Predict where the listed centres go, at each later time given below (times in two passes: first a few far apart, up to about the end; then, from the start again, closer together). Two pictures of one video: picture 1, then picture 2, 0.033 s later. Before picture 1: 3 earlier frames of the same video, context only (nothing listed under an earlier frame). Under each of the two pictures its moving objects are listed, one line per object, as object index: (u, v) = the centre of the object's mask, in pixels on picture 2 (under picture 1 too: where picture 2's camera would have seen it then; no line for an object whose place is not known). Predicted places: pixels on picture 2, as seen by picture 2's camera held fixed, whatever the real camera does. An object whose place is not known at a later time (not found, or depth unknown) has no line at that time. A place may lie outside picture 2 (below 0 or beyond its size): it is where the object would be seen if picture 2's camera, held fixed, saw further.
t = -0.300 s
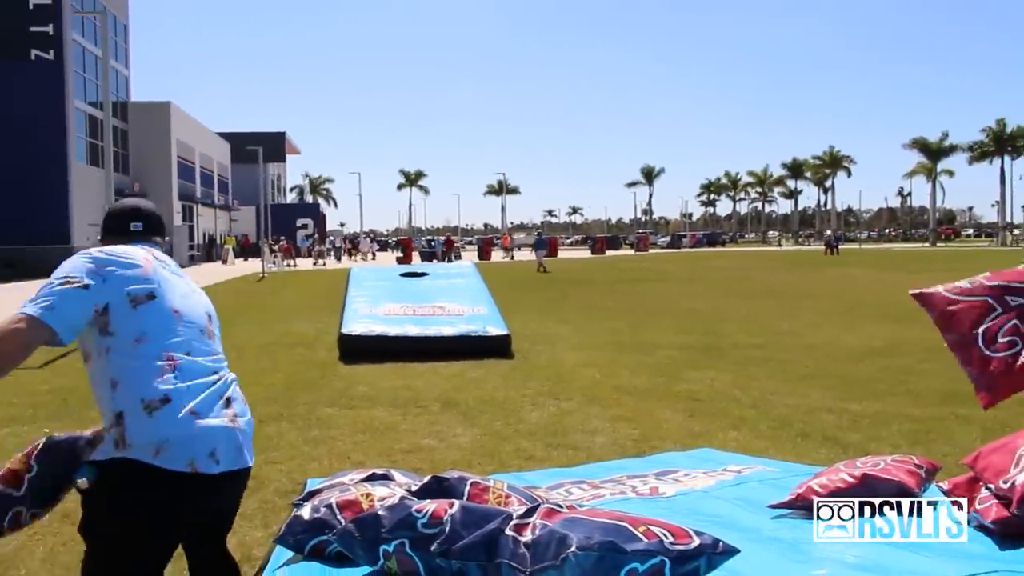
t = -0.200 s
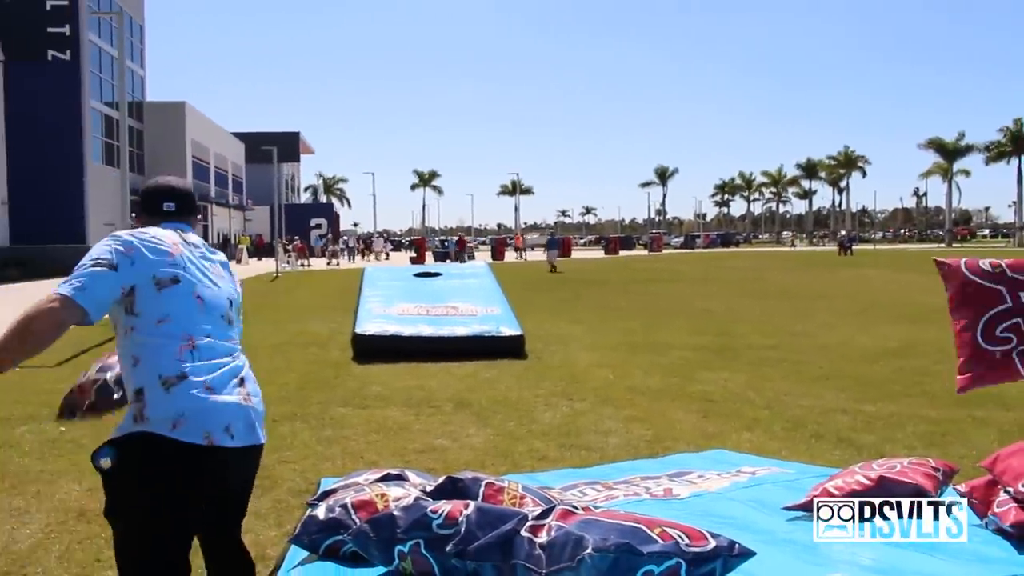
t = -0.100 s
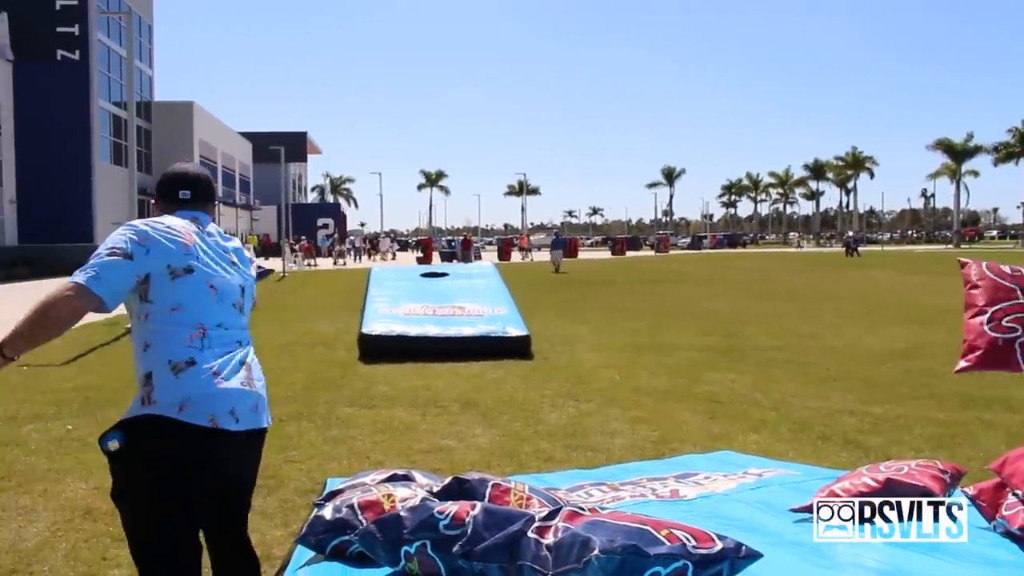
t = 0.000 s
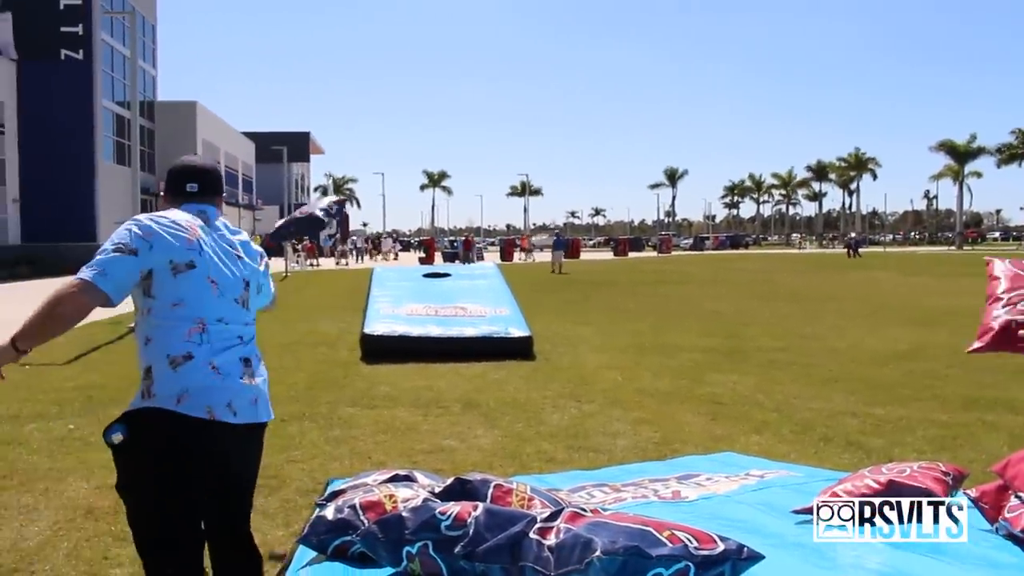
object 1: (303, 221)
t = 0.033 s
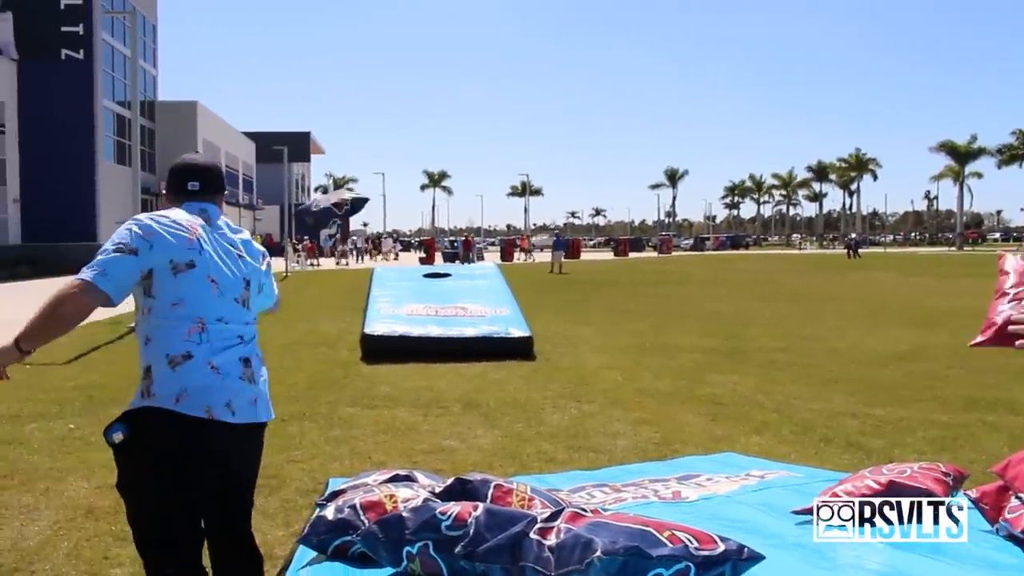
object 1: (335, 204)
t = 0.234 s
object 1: (416, 185)
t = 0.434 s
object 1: (457, 202)
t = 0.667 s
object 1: (476, 246)
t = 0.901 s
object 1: (482, 303)
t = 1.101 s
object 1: (495, 274)
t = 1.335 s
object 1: (509, 281)
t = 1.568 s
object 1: (525, 298)
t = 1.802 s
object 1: (542, 331)
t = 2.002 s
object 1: (542, 331)
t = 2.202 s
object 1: (541, 332)
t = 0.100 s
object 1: (368, 192)
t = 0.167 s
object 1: (392, 187)
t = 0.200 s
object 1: (400, 187)
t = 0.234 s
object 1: (416, 185)
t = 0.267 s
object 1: (423, 187)
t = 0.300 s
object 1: (432, 187)
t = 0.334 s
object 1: (440, 190)
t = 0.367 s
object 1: (446, 193)
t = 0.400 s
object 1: (452, 196)
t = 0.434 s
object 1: (457, 202)
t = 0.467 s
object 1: (460, 206)
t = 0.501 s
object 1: (463, 214)
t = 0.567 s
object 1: (470, 226)
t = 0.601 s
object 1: (472, 231)
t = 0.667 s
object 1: (476, 246)
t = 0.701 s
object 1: (478, 254)
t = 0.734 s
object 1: (479, 261)
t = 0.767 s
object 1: (480, 274)
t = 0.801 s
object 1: (480, 283)
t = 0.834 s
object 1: (479, 294)
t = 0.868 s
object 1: (480, 301)
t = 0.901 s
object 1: (482, 303)
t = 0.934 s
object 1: (484, 294)
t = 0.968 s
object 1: (486, 288)
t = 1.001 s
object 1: (488, 284)
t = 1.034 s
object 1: (491, 280)
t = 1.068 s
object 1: (493, 277)
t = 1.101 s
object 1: (495, 274)
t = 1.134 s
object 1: (496, 274)
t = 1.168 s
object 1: (499, 273)
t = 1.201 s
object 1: (501, 273)
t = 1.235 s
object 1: (503, 274)
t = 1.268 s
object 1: (506, 275)
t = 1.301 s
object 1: (507, 278)
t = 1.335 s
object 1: (509, 281)
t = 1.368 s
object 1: (511, 285)
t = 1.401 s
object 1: (512, 290)
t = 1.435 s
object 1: (513, 292)
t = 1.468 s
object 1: (516, 292)
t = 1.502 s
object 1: (519, 294)
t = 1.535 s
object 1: (522, 296)
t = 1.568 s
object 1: (525, 298)
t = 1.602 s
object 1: (528, 300)
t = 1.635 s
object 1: (531, 305)
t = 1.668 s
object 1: (534, 310)
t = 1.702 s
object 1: (537, 316)
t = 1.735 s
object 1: (539, 323)
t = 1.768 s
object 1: (542, 329)
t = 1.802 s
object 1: (542, 331)
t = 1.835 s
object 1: (542, 331)
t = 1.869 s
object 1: (542, 331)
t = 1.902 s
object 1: (542, 331)
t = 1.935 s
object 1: (542, 330)
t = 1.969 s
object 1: (542, 331)
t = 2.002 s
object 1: (542, 331)
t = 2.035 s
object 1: (542, 331)
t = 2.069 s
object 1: (541, 331)
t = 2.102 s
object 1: (541, 331)
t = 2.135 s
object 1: (541, 331)
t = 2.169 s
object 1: (540, 331)
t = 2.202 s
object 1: (541, 332)
